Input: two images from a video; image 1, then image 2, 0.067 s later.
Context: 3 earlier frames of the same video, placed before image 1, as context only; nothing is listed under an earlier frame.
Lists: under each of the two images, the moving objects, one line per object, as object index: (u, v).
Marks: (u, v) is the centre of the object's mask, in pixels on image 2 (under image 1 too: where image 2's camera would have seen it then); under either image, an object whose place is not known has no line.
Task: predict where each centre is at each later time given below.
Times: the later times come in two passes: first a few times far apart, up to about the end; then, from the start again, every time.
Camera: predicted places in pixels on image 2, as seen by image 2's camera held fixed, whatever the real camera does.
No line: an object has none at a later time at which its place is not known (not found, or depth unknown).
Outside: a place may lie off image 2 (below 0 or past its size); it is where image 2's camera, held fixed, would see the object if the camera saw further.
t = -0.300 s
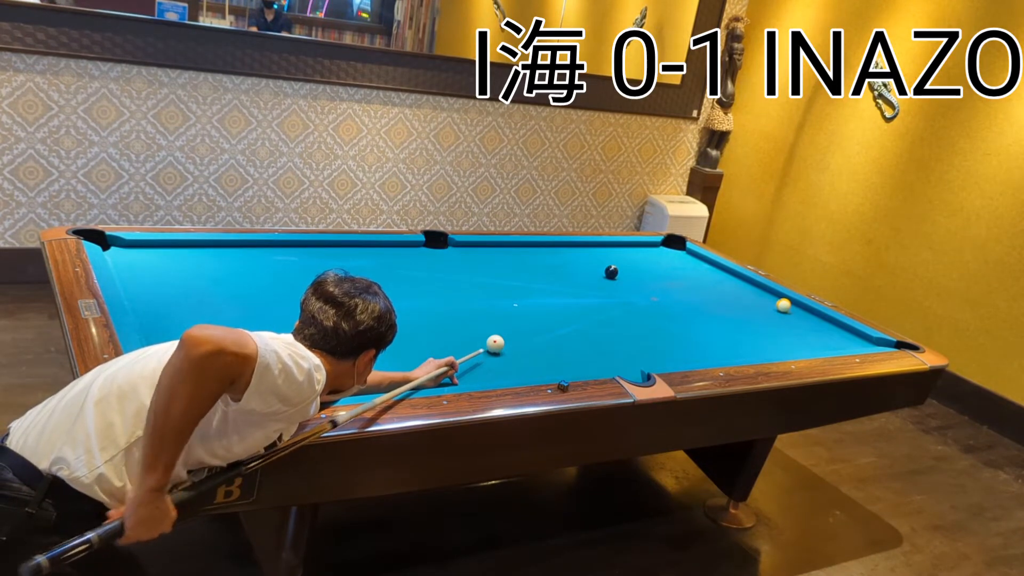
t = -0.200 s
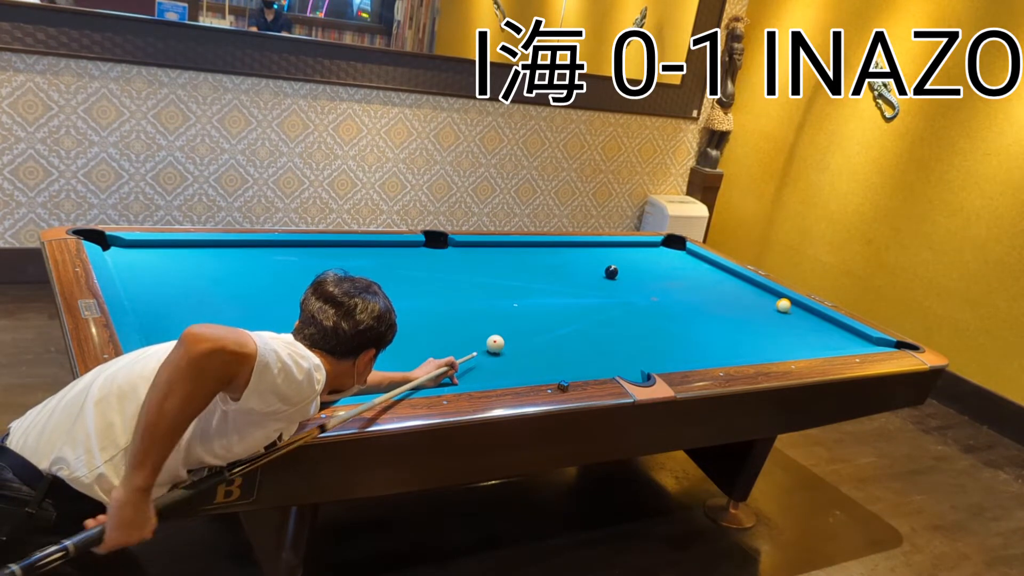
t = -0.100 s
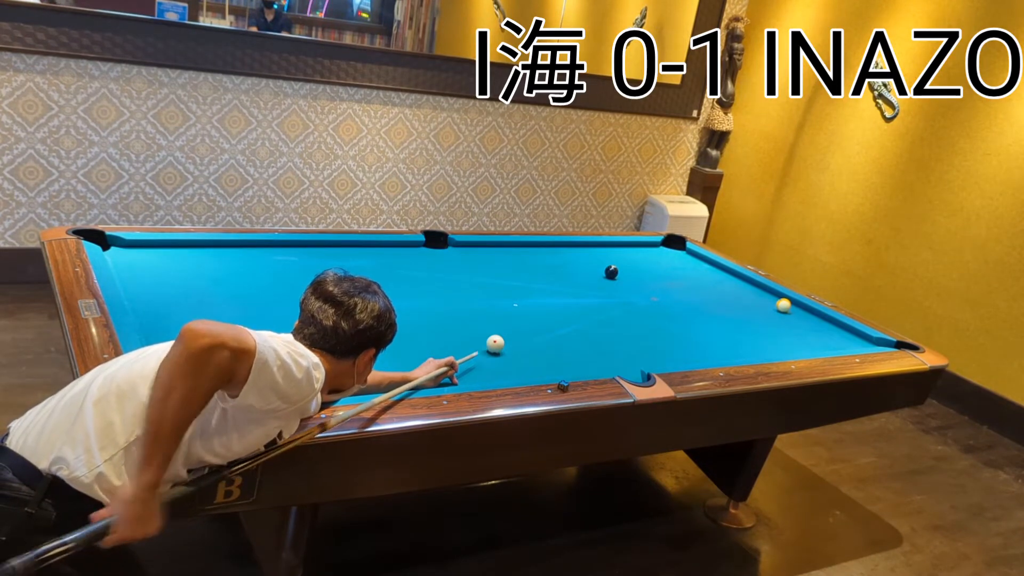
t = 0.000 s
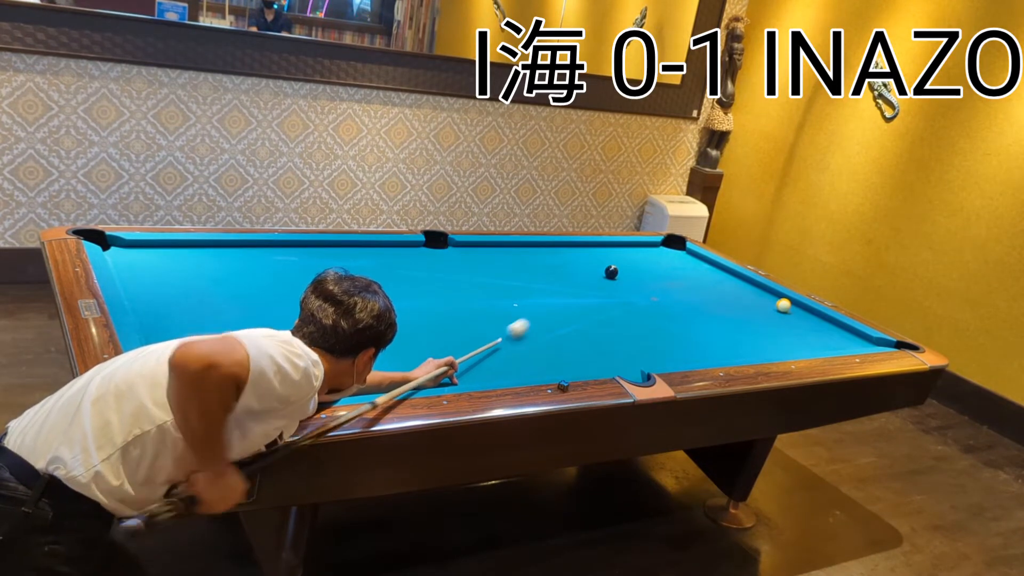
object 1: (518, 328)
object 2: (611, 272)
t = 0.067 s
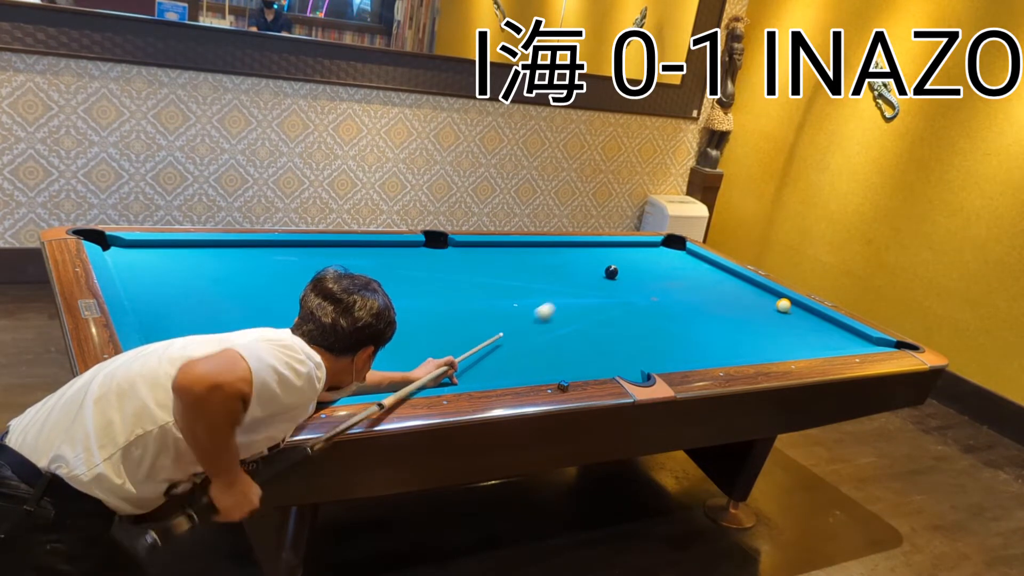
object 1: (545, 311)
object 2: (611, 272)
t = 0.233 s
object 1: (594, 281)
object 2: (611, 272)
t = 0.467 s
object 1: (598, 268)
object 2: (651, 256)
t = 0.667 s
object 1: (595, 261)
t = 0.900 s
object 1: (592, 254)
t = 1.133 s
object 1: (589, 247)
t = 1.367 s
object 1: (594, 246)
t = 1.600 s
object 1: (604, 249)
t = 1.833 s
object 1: (614, 252)
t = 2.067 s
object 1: (624, 255)
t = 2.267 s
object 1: (631, 257)
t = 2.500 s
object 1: (639, 260)
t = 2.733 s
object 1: (646, 262)
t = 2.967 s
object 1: (652, 264)
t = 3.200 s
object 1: (657, 266)
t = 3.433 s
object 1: (662, 267)
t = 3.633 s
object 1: (665, 268)
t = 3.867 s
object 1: (668, 269)
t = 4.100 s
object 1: (671, 270)
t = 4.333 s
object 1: (673, 271)
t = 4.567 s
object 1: (673, 271)
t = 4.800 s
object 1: (673, 271)
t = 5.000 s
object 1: (673, 271)
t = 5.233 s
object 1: (673, 271)
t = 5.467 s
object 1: (673, 271)
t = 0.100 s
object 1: (557, 304)
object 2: (611, 272)
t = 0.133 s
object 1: (567, 298)
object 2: (611, 272)
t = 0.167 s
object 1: (577, 291)
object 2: (611, 272)
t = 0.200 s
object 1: (586, 286)
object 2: (611, 272)
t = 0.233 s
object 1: (594, 281)
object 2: (611, 272)
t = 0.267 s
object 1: (602, 276)
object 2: (613, 272)
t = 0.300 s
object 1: (604, 274)
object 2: (616, 270)
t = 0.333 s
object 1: (602, 273)
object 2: (624, 267)
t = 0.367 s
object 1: (601, 272)
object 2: (631, 264)
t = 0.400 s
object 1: (599, 271)
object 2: (638, 261)
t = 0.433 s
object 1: (598, 270)
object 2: (645, 258)
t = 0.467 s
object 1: (598, 268)
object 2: (651, 256)
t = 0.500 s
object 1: (598, 267)
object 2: (657, 254)
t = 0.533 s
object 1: (597, 266)
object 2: (662, 252)
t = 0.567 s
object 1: (596, 265)
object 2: (668, 250)
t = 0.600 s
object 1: (596, 264)
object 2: (672, 248)
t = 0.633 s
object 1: (595, 262)
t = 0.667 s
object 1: (595, 261)
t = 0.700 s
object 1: (594, 260)
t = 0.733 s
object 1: (594, 259)
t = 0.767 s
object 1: (593, 258)
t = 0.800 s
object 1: (593, 257)
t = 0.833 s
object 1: (592, 256)
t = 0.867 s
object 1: (592, 255)
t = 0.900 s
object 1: (592, 254)
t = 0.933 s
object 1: (591, 253)
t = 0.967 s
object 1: (591, 252)
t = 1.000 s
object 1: (590, 251)
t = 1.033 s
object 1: (590, 250)
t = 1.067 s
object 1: (589, 249)
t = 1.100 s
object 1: (589, 248)
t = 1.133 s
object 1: (589, 247)
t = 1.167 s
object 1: (588, 246)
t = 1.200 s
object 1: (588, 245)
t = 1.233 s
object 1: (588, 244)
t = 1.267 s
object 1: (589, 245)
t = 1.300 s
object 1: (591, 245)
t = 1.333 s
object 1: (593, 245)
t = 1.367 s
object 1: (594, 246)
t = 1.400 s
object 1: (595, 247)
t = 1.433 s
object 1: (597, 247)
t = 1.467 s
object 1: (598, 247)
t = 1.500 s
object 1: (600, 248)
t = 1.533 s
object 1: (601, 248)
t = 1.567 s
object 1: (603, 249)
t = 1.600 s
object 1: (604, 249)
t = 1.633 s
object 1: (606, 250)
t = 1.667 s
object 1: (607, 250)
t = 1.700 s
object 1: (609, 250)
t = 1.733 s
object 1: (610, 251)
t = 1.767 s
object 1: (612, 251)
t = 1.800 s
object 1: (613, 252)
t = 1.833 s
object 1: (614, 252)
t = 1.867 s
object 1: (616, 253)
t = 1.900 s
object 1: (617, 253)
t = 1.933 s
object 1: (618, 253)
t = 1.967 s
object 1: (620, 254)
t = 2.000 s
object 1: (621, 254)
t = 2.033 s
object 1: (622, 254)
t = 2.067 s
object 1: (624, 255)
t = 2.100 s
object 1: (625, 255)
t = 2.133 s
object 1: (626, 256)
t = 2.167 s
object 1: (627, 256)
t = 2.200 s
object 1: (628, 257)
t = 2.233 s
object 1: (630, 257)
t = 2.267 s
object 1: (631, 257)
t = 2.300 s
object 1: (632, 258)
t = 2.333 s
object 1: (633, 258)
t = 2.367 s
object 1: (634, 259)
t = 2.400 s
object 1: (635, 259)
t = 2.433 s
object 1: (637, 259)
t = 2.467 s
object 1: (638, 259)
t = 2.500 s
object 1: (639, 260)
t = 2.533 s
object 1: (640, 260)
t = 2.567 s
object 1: (641, 261)
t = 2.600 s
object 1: (642, 261)
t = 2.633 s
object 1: (643, 261)
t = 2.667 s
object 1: (644, 261)
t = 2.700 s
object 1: (645, 262)
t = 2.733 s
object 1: (646, 262)
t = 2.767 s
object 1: (647, 262)
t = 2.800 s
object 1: (648, 263)
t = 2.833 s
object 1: (649, 263)
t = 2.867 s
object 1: (649, 263)
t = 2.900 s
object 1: (650, 264)
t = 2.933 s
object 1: (651, 264)
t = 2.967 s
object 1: (652, 264)
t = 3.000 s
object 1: (653, 265)
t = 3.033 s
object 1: (653, 265)
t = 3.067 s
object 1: (654, 265)
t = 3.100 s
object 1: (655, 265)
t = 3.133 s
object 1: (656, 266)
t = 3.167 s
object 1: (656, 266)
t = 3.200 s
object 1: (657, 266)
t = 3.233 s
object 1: (658, 266)
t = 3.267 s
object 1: (659, 267)
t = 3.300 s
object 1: (659, 267)
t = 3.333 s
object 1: (660, 267)
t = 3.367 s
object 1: (661, 267)
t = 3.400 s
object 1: (661, 267)
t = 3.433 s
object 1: (662, 267)
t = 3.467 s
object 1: (662, 268)
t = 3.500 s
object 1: (663, 268)
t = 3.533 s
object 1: (663, 268)
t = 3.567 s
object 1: (664, 268)
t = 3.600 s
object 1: (665, 268)
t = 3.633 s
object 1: (665, 268)
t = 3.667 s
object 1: (666, 269)
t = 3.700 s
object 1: (666, 269)
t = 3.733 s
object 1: (666, 269)
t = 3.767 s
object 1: (667, 269)
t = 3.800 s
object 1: (667, 269)
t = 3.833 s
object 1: (668, 269)
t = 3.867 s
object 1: (668, 269)
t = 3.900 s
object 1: (669, 270)
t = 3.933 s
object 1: (669, 270)
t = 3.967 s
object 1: (670, 270)
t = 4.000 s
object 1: (670, 270)
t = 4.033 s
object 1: (670, 270)
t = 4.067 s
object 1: (671, 270)
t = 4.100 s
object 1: (671, 270)
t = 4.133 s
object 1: (671, 270)
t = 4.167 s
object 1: (671, 270)
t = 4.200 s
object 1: (672, 270)
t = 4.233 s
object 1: (672, 270)
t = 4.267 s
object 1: (672, 270)
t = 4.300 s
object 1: (672, 270)
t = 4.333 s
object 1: (673, 271)
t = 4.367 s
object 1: (673, 271)
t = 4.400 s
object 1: (673, 271)
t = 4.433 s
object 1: (673, 271)
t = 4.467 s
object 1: (673, 271)
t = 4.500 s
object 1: (673, 271)
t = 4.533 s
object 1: (673, 271)
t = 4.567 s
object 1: (673, 271)
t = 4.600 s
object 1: (673, 271)
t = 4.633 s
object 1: (673, 271)
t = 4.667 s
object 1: (673, 271)
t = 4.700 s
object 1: (673, 271)
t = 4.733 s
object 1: (673, 271)
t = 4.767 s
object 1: (673, 271)
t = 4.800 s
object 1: (673, 271)
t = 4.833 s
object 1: (673, 271)
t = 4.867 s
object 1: (673, 271)
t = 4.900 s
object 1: (673, 271)
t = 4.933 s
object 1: (673, 271)
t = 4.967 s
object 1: (673, 271)
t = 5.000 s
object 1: (673, 271)
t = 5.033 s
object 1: (673, 271)
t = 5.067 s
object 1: (673, 271)
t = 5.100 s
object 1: (673, 271)
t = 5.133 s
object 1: (673, 271)
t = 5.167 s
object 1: (673, 271)
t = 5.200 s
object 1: (673, 271)
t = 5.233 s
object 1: (673, 271)
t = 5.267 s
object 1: (673, 271)
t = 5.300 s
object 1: (673, 271)
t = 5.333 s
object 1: (673, 271)
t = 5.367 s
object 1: (673, 271)
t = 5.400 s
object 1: (673, 271)
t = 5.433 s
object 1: (673, 271)
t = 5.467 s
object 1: (673, 271)
